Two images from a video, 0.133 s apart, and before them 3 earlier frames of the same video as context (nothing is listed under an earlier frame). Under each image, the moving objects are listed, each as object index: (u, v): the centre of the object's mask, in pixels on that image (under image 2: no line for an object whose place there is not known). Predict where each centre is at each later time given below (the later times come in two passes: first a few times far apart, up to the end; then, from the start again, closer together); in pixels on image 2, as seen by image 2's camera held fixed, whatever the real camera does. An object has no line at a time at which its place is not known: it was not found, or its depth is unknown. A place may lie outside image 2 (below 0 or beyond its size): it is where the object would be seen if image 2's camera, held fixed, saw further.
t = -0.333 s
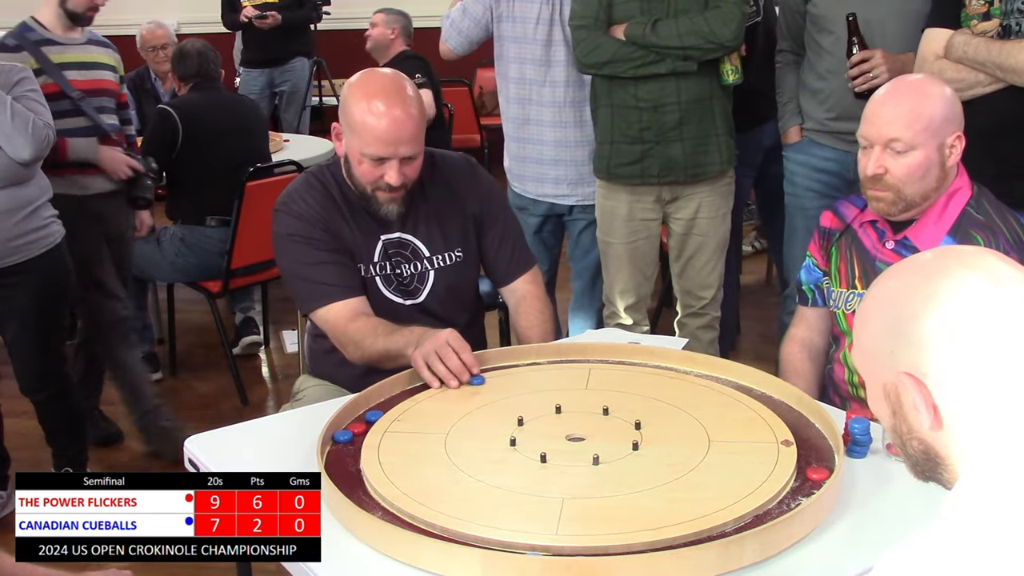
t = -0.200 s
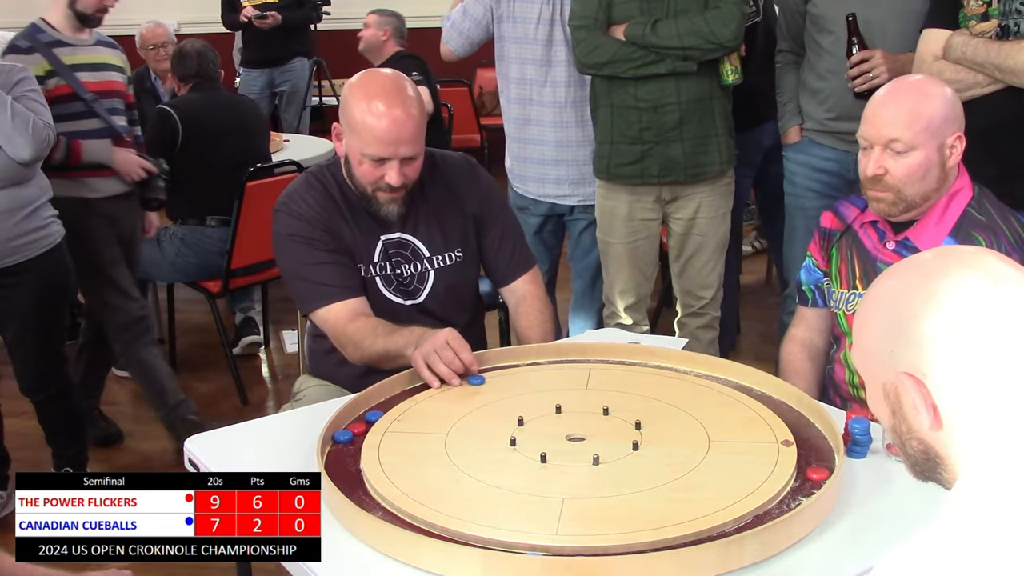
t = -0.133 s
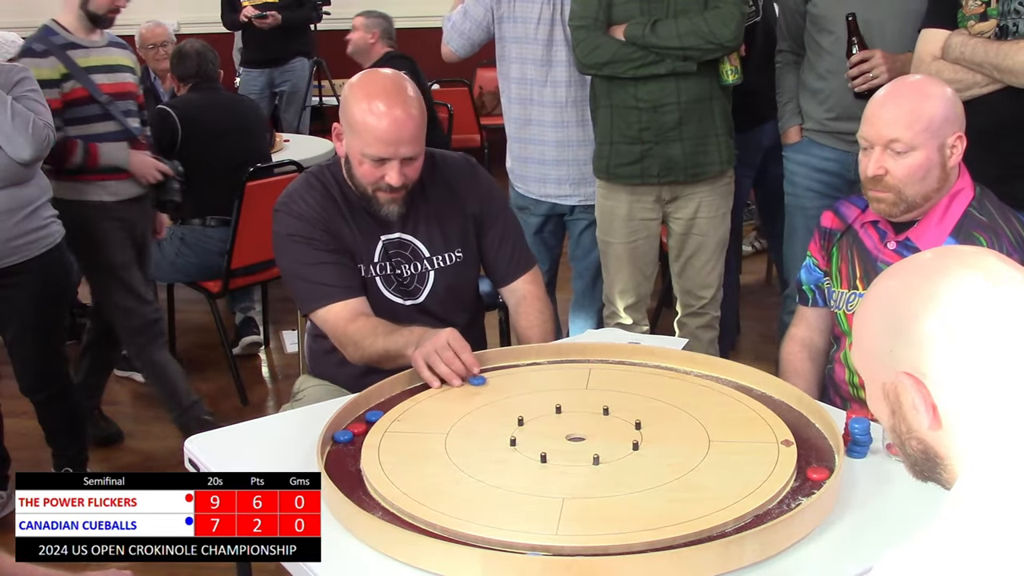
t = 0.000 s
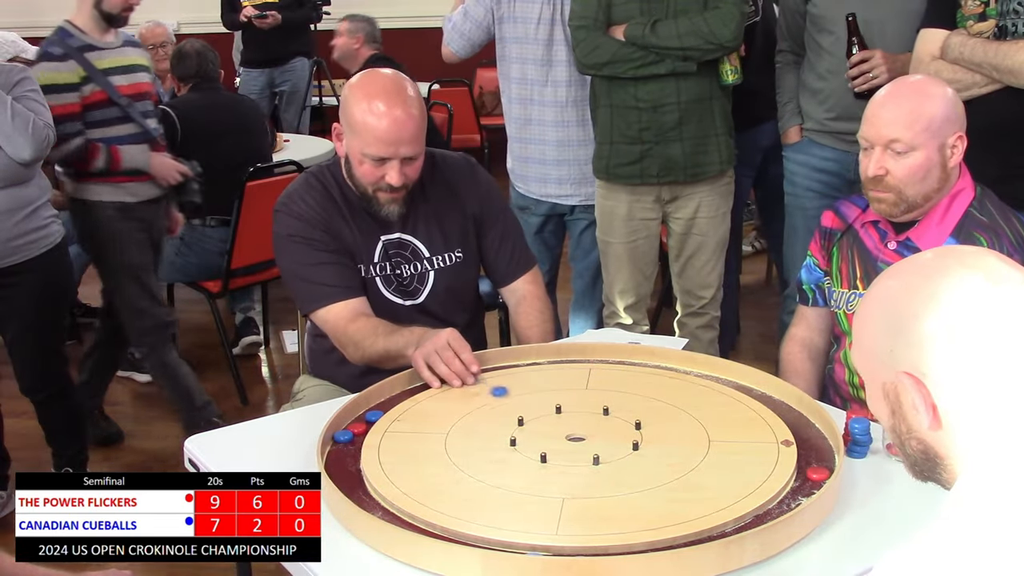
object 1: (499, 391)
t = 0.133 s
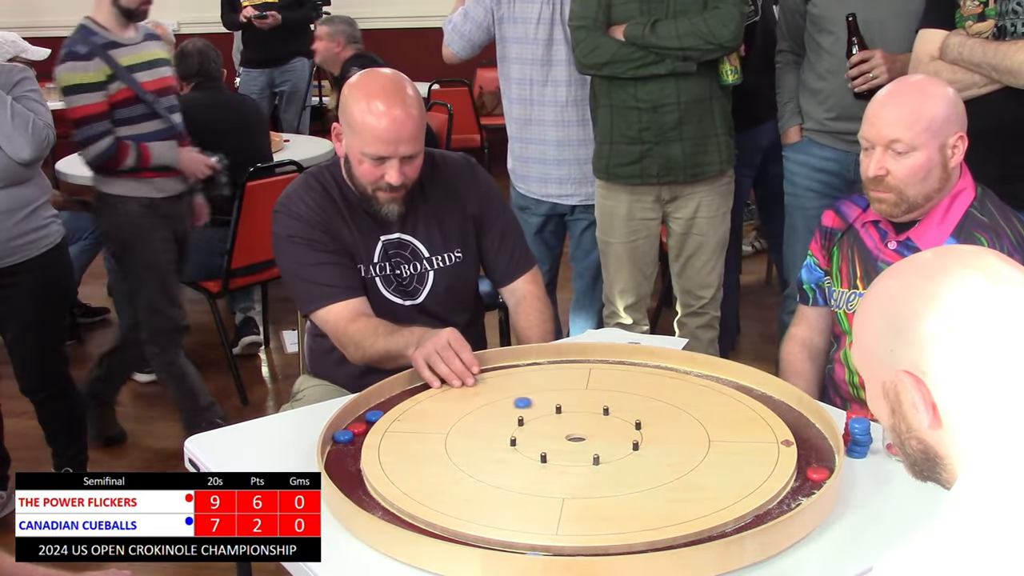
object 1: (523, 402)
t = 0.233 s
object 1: (535, 409)
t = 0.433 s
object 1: (543, 413)
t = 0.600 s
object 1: (543, 413)
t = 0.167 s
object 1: (527, 405)
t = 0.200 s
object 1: (531, 407)
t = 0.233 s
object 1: (535, 409)
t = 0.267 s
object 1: (538, 410)
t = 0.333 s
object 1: (542, 412)
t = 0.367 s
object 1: (543, 413)
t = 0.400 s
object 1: (543, 413)
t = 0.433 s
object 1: (543, 413)
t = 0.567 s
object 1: (543, 413)
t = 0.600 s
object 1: (543, 413)
